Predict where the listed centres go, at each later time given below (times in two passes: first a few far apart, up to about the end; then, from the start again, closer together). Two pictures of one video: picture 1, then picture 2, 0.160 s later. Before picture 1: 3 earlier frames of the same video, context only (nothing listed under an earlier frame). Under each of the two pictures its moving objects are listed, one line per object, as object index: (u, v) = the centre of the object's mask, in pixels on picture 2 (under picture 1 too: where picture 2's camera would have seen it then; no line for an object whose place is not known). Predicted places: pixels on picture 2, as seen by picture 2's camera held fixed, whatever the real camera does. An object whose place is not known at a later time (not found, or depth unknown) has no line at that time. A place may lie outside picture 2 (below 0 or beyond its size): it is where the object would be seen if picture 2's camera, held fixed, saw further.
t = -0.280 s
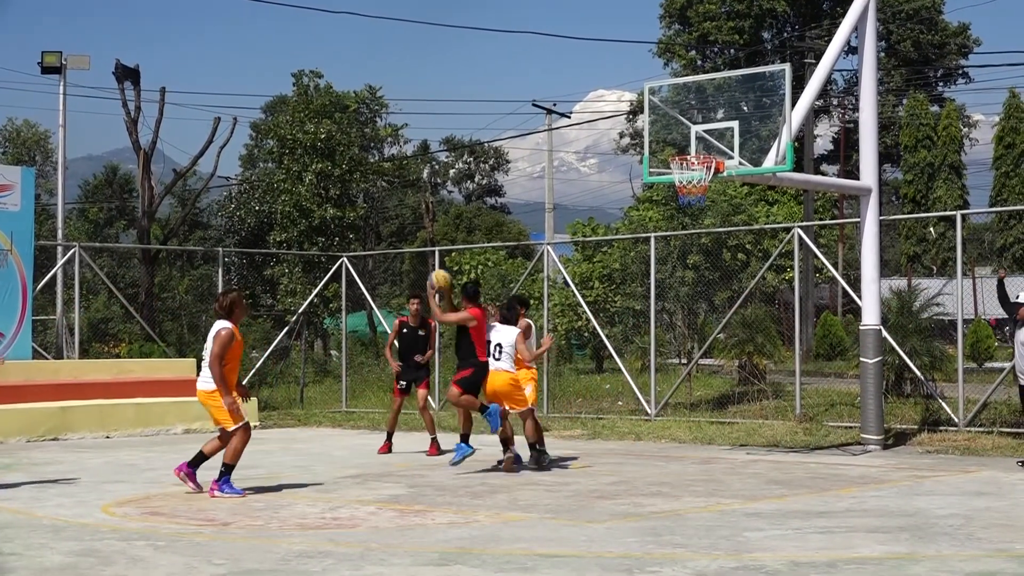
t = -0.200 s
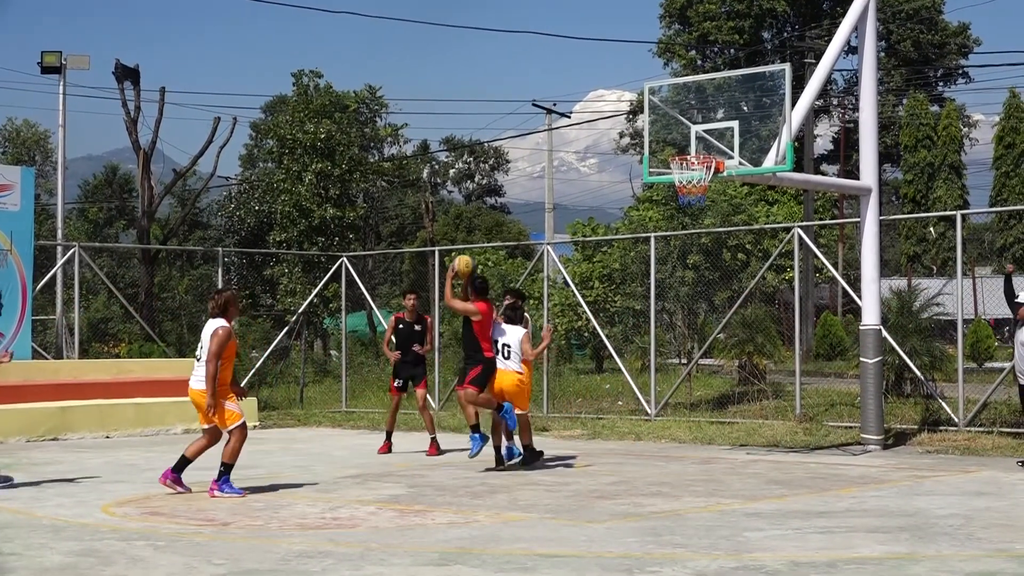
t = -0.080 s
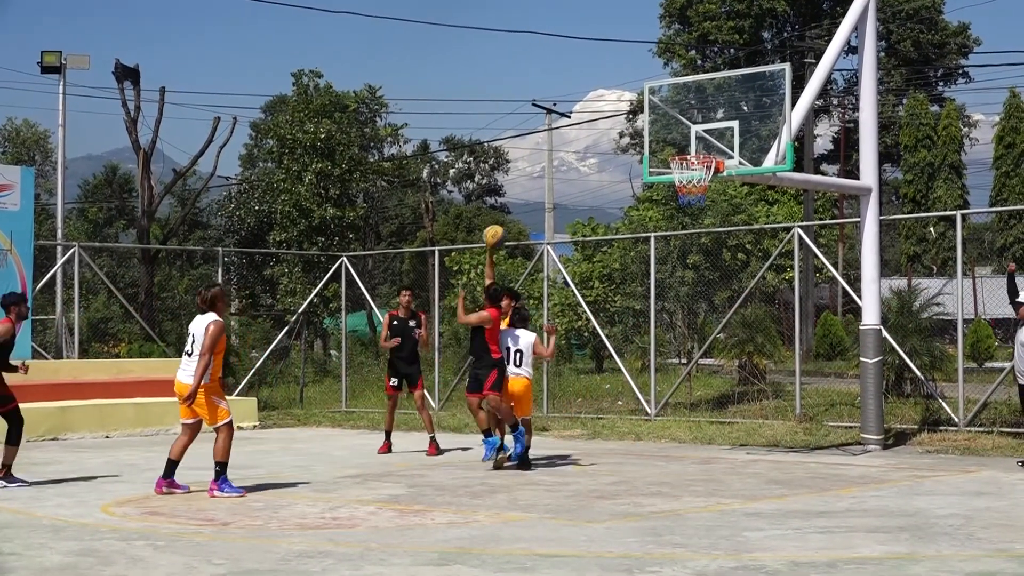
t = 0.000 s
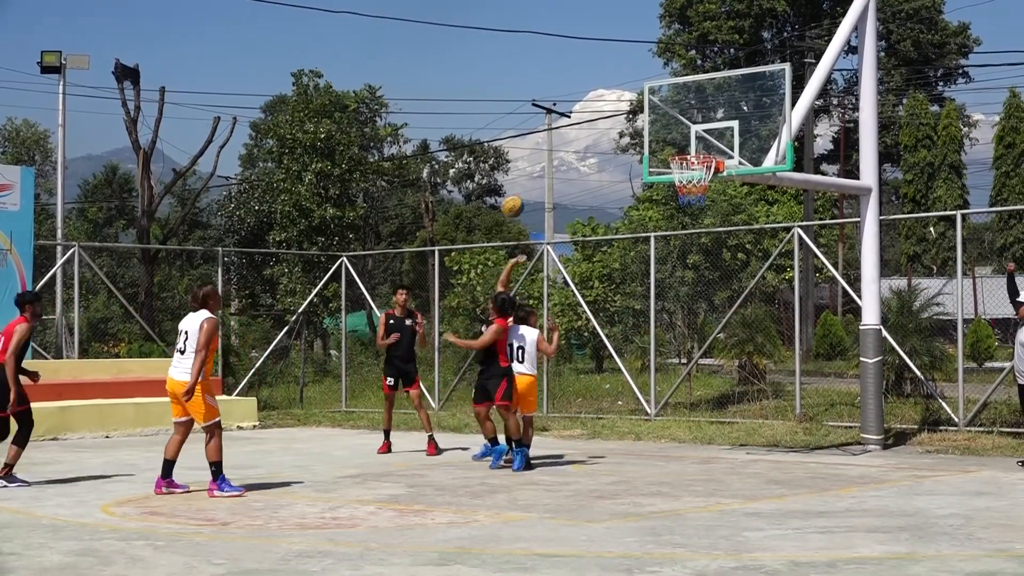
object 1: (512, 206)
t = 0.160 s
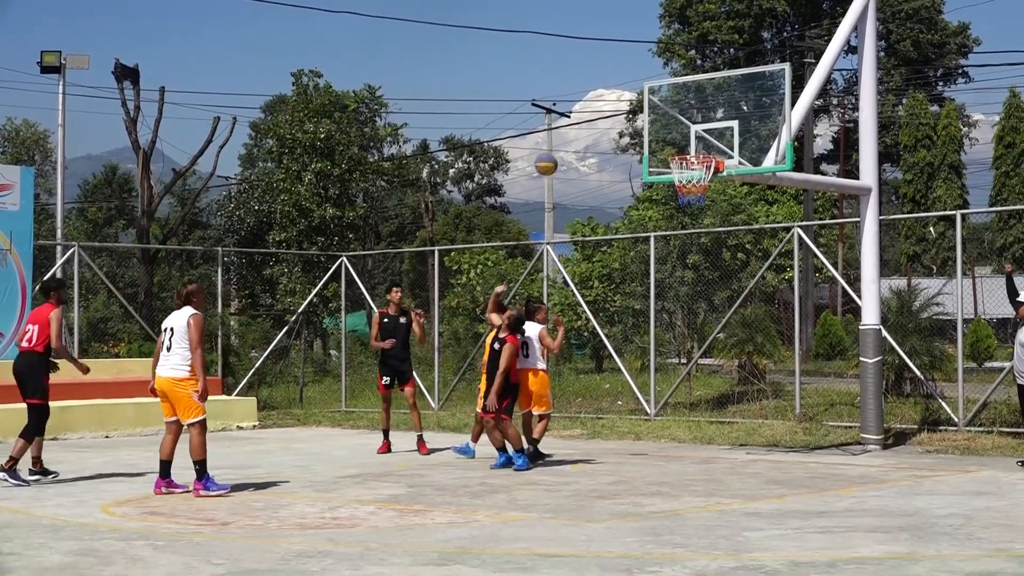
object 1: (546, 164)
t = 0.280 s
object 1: (570, 150)
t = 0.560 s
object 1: (627, 172)
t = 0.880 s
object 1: (686, 281)
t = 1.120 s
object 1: (731, 425)
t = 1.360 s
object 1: (755, 347)
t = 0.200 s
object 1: (554, 158)
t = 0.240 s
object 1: (562, 153)
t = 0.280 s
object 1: (570, 150)
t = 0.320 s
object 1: (579, 148)
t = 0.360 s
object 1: (587, 149)
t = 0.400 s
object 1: (595, 150)
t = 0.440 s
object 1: (604, 153)
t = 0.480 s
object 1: (611, 157)
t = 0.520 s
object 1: (619, 164)
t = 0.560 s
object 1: (627, 172)
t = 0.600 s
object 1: (634, 181)
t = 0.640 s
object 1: (642, 191)
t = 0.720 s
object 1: (657, 214)
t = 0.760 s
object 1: (665, 229)
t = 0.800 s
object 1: (673, 245)
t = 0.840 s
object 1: (680, 263)
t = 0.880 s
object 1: (686, 281)
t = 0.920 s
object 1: (693, 302)
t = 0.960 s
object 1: (700, 323)
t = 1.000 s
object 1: (708, 347)
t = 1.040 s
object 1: (716, 373)
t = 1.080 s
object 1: (723, 399)
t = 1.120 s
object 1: (731, 425)
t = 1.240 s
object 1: (743, 401)
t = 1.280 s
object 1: (747, 382)
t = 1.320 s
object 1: (751, 363)
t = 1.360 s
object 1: (755, 347)
